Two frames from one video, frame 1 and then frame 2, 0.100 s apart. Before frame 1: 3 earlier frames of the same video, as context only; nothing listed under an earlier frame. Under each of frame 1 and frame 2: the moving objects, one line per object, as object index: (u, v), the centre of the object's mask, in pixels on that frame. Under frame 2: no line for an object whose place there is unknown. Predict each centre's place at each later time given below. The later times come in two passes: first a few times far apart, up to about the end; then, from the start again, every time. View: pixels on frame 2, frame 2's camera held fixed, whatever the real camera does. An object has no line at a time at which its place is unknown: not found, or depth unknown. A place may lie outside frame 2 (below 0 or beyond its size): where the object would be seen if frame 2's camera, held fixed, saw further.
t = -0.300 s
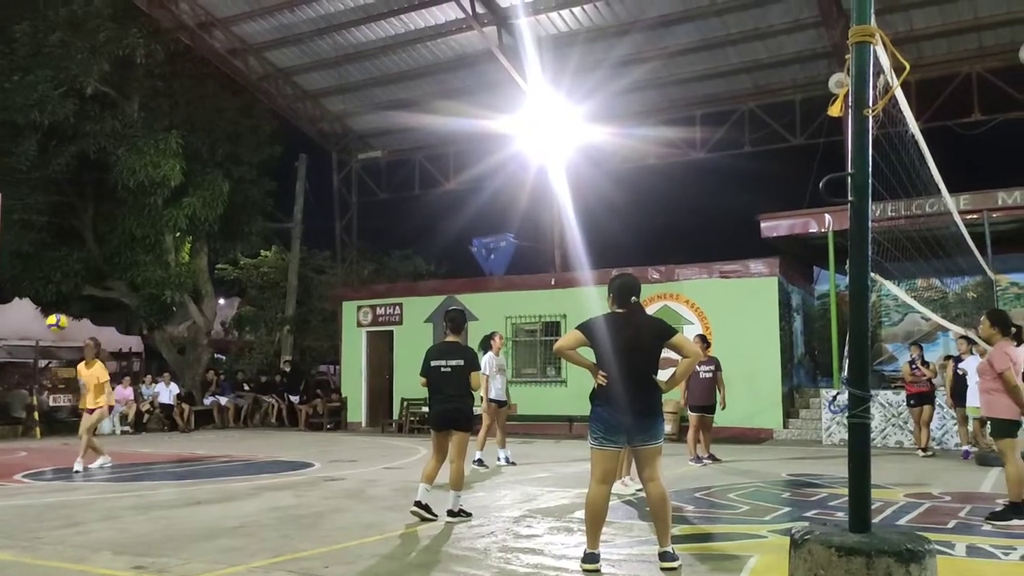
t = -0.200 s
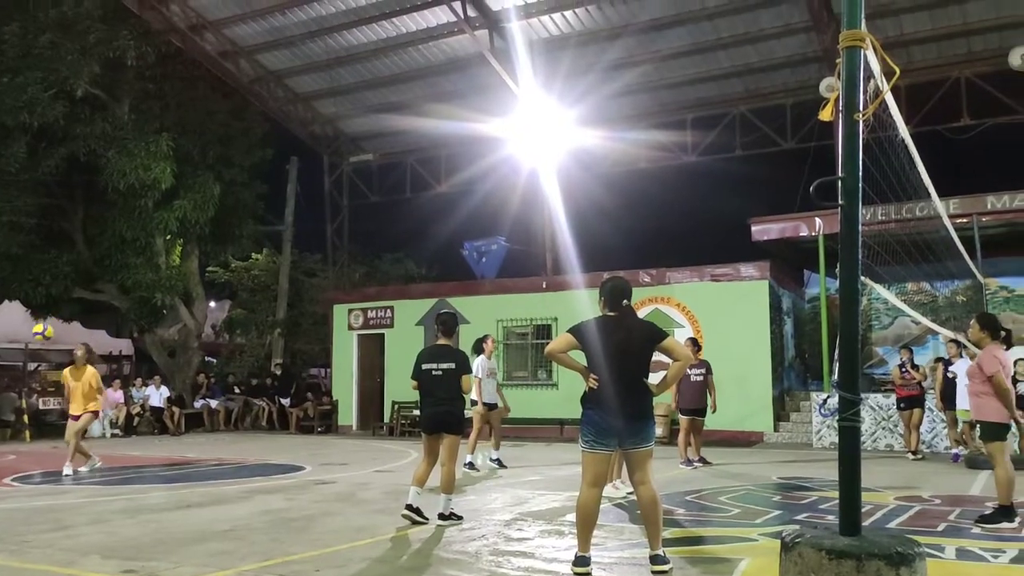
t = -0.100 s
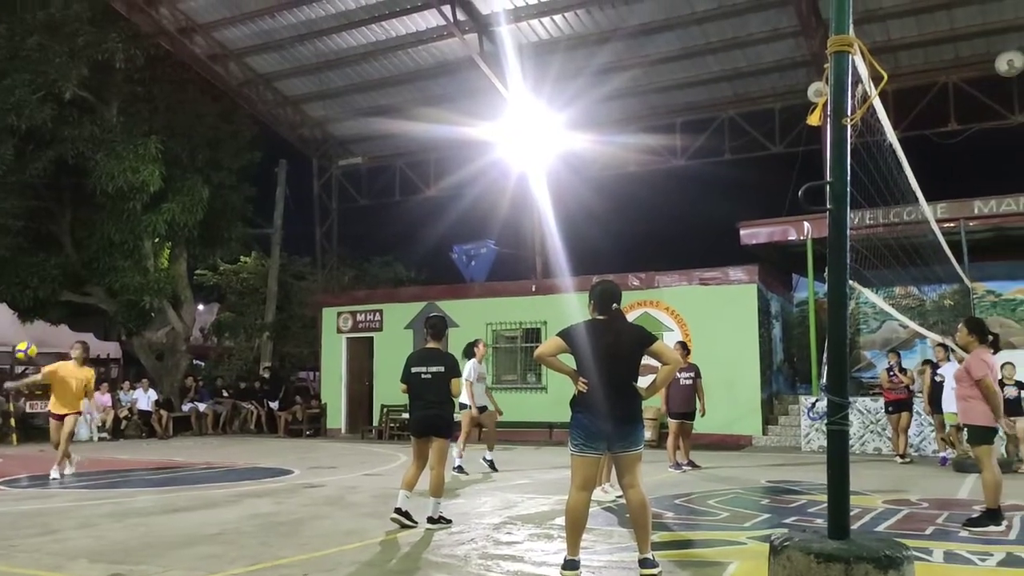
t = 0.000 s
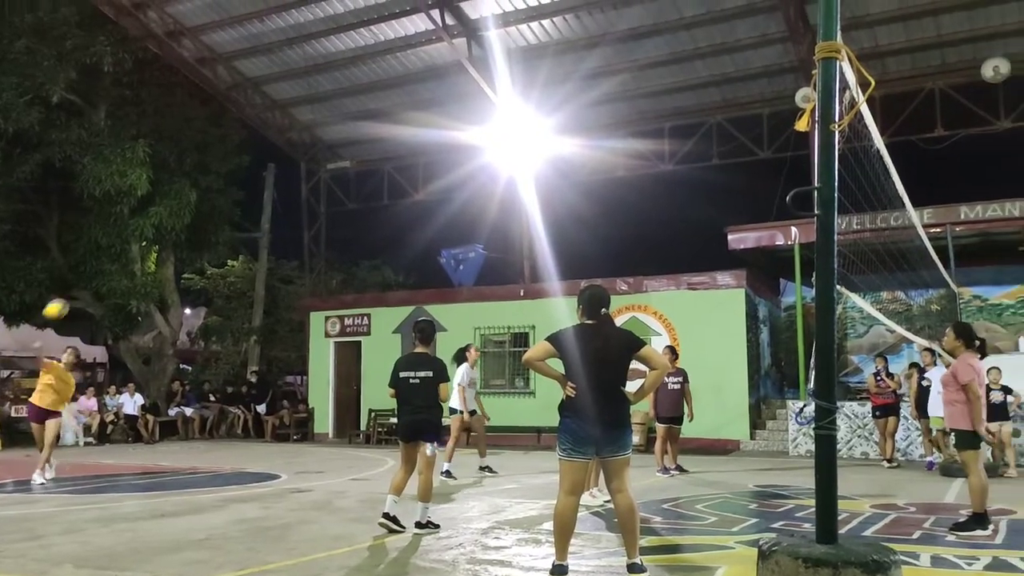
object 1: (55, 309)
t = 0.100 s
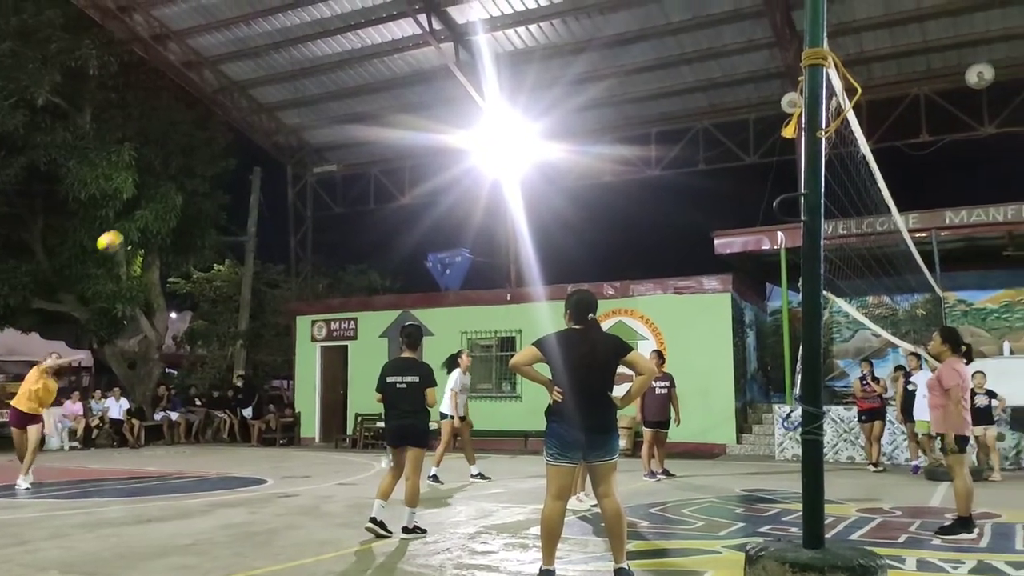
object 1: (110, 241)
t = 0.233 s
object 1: (201, 159)
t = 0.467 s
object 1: (358, 56)
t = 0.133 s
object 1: (132, 219)
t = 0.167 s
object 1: (156, 198)
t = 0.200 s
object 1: (178, 178)
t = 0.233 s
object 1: (201, 159)
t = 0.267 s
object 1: (223, 141)
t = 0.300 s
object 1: (246, 124)
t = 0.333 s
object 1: (268, 108)
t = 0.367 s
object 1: (290, 94)
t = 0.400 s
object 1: (313, 80)
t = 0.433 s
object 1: (336, 67)
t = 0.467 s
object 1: (358, 56)
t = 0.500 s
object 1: (382, 44)
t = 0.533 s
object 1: (404, 35)
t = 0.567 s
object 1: (426, 26)
